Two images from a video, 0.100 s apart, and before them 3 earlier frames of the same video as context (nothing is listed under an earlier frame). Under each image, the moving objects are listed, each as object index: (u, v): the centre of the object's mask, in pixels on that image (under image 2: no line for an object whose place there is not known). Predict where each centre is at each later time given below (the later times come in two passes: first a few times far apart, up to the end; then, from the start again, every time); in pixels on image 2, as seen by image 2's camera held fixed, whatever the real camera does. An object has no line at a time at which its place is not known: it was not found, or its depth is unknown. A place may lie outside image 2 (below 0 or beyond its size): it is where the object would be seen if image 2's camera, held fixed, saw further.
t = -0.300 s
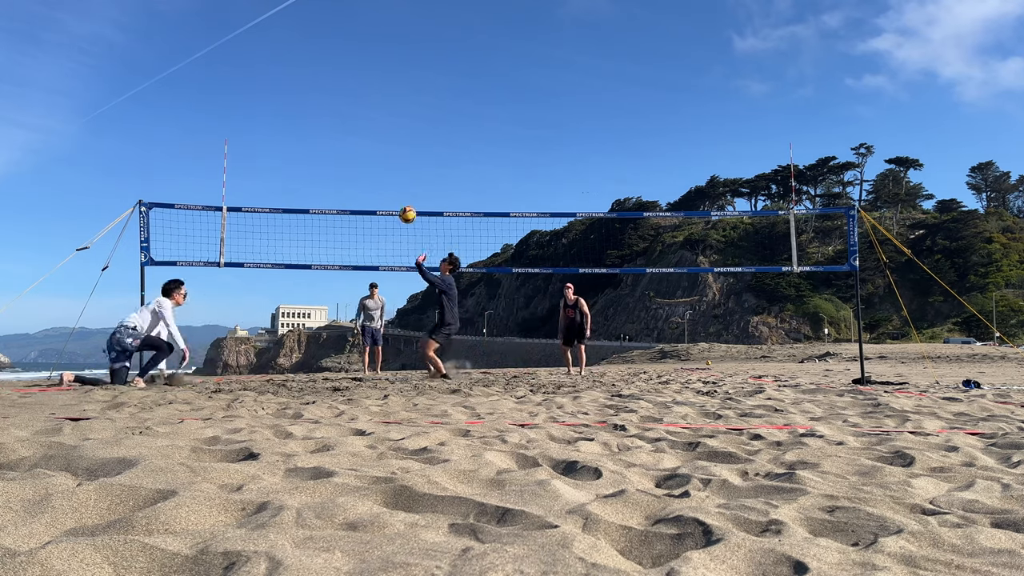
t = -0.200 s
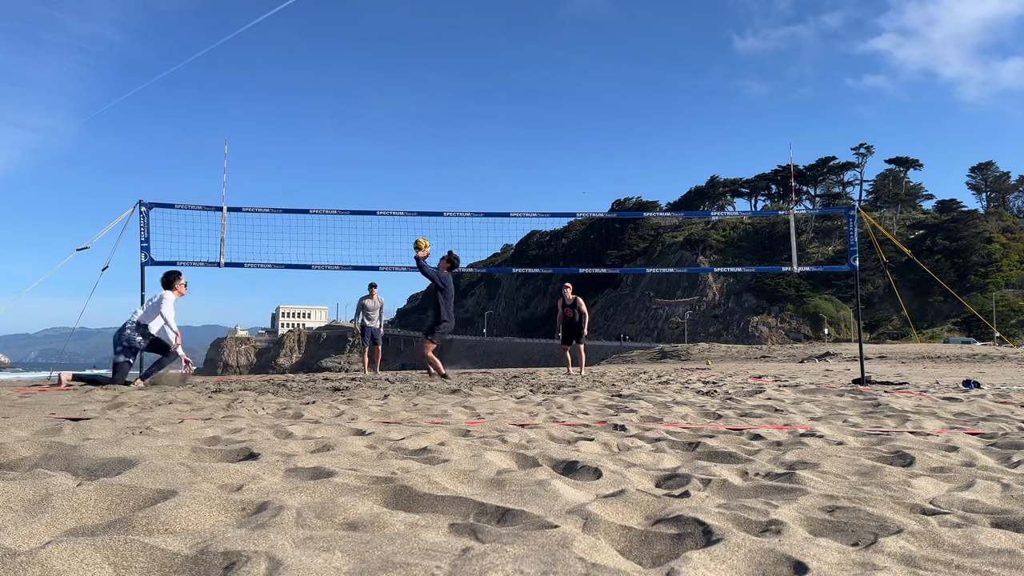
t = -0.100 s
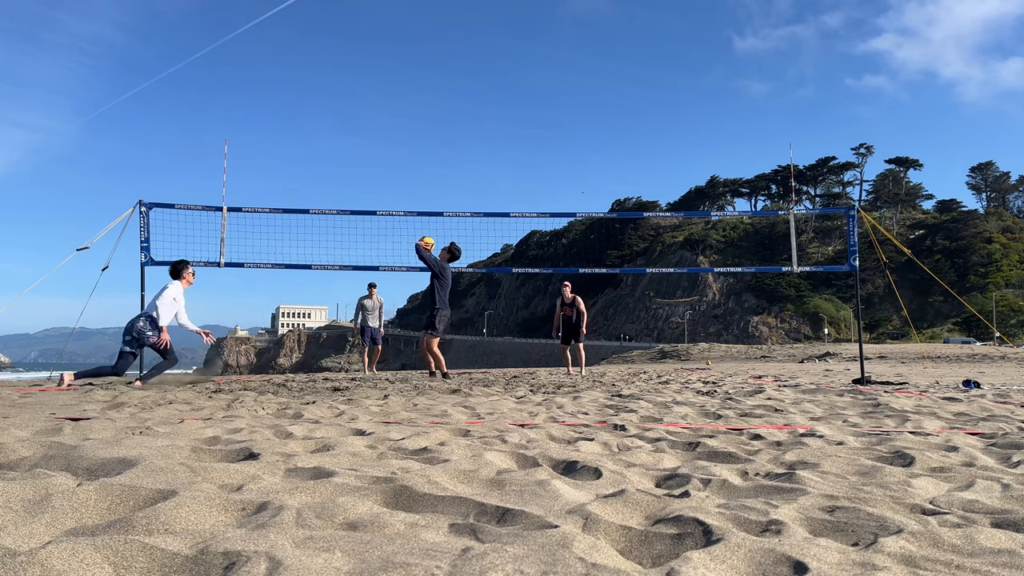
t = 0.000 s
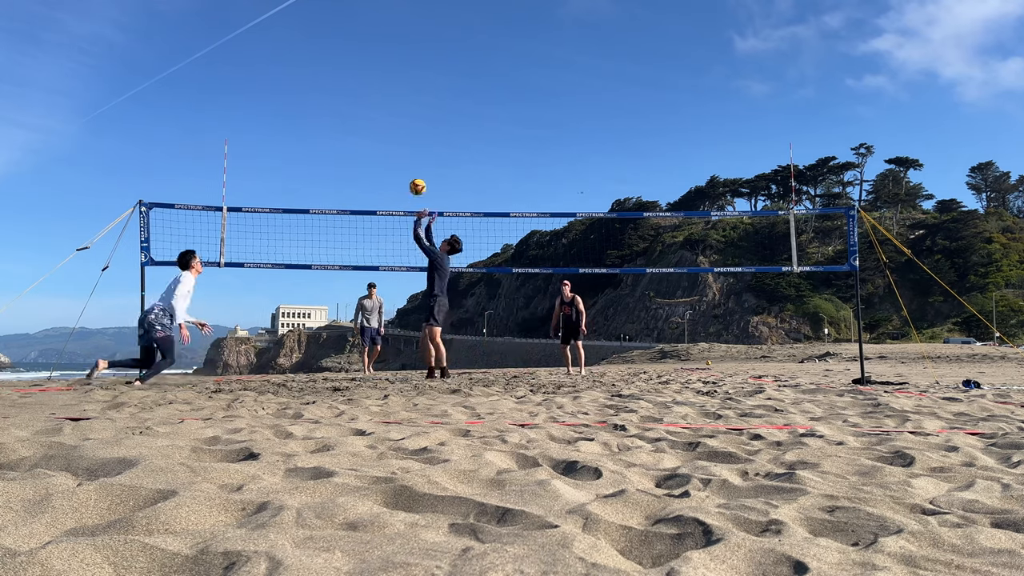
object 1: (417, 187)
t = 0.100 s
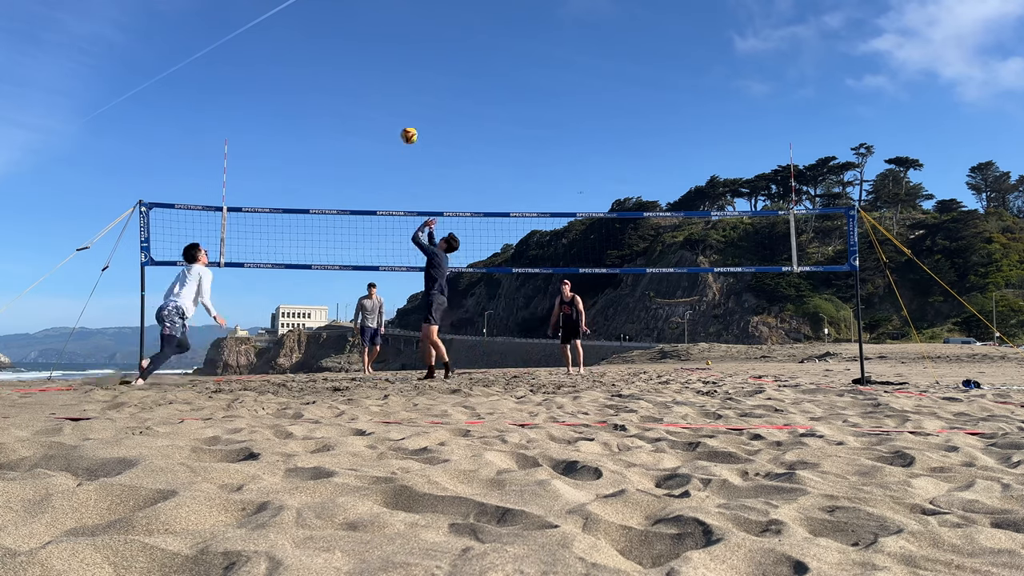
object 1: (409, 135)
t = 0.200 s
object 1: (402, 93)
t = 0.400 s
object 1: (390, 34)
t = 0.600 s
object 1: (380, 7)
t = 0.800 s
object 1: (372, 7)
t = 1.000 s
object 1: (366, 37)
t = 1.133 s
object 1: (362, 71)
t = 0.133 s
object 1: (406, 120)
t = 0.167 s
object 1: (404, 106)
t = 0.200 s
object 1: (402, 93)
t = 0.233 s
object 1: (399, 82)
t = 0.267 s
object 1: (397, 70)
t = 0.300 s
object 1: (395, 60)
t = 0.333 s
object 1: (393, 51)
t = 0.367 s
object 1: (391, 42)
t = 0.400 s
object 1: (390, 34)
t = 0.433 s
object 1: (388, 27)
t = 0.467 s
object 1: (387, 22)
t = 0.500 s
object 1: (385, 16)
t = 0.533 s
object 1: (383, 12)
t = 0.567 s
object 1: (382, 9)
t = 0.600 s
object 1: (380, 7)
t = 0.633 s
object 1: (379, 6)
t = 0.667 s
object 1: (377, 5)
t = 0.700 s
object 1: (376, 5)
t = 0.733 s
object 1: (375, 5)
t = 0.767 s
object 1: (373, 6)
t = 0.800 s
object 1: (372, 7)
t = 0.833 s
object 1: (371, 10)
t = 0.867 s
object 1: (370, 14)
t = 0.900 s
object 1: (369, 19)
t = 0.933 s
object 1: (368, 24)
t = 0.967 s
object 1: (367, 30)
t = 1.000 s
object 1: (366, 37)
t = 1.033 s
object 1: (365, 44)
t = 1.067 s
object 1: (364, 52)
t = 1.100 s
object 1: (363, 61)
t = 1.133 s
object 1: (362, 71)
